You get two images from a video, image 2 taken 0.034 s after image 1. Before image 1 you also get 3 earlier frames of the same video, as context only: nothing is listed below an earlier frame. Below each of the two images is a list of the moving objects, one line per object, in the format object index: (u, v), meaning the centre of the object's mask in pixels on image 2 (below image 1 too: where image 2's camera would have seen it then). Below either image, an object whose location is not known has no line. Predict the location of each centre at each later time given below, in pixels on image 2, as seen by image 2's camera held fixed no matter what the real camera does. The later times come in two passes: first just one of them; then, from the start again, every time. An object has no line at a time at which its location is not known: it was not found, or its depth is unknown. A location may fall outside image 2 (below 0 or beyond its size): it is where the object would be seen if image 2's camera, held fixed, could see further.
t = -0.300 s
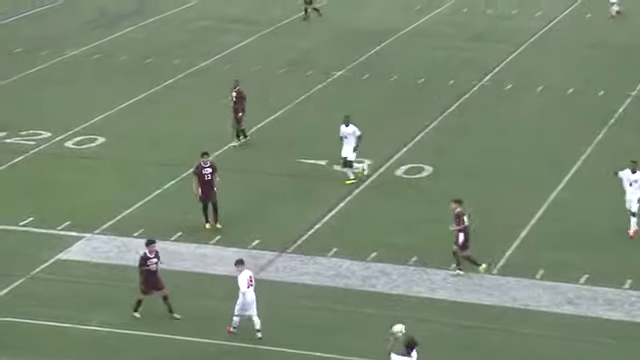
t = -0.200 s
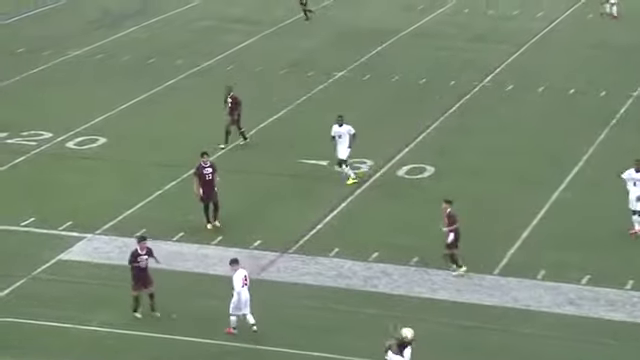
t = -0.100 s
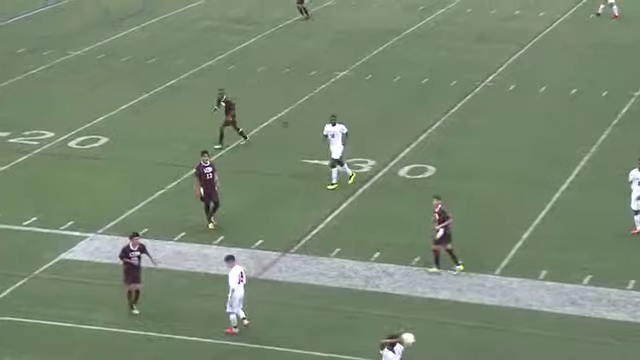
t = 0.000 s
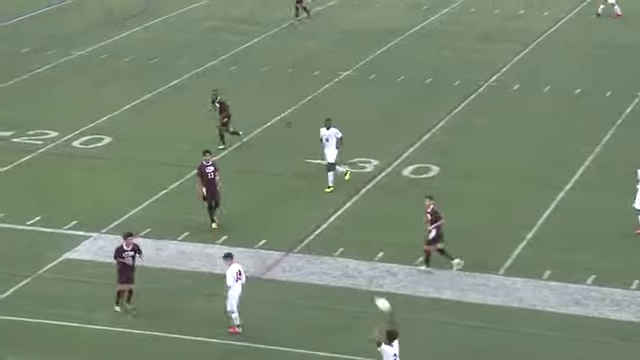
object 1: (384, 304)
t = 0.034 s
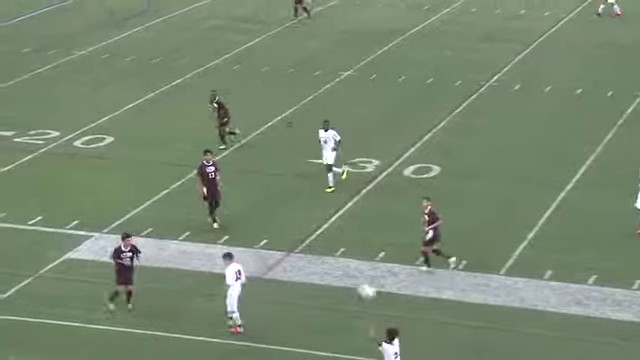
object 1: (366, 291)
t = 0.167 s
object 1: (299, 245)
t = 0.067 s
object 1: (349, 277)
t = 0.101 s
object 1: (331, 265)
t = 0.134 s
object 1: (315, 254)
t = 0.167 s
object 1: (299, 245)
